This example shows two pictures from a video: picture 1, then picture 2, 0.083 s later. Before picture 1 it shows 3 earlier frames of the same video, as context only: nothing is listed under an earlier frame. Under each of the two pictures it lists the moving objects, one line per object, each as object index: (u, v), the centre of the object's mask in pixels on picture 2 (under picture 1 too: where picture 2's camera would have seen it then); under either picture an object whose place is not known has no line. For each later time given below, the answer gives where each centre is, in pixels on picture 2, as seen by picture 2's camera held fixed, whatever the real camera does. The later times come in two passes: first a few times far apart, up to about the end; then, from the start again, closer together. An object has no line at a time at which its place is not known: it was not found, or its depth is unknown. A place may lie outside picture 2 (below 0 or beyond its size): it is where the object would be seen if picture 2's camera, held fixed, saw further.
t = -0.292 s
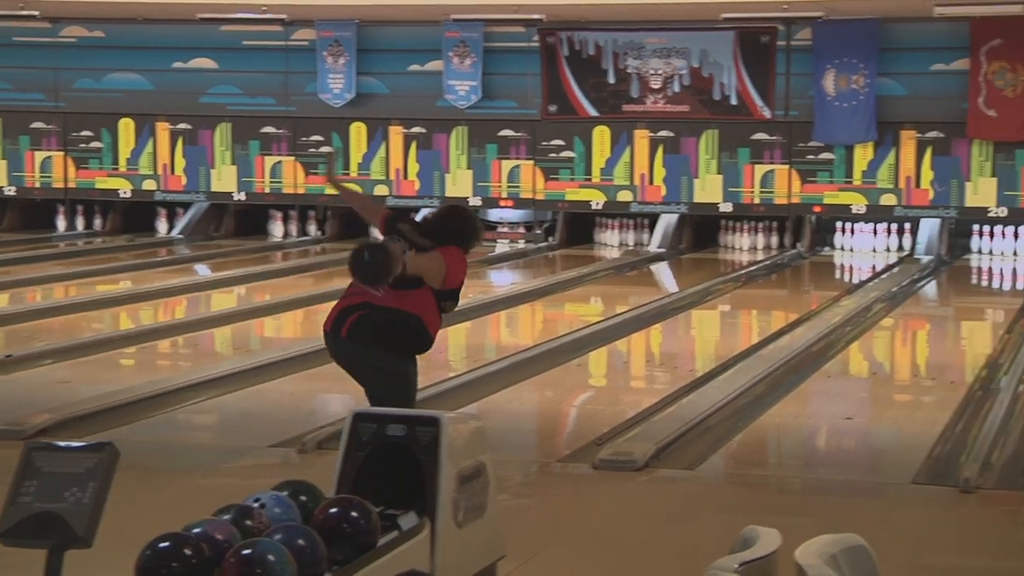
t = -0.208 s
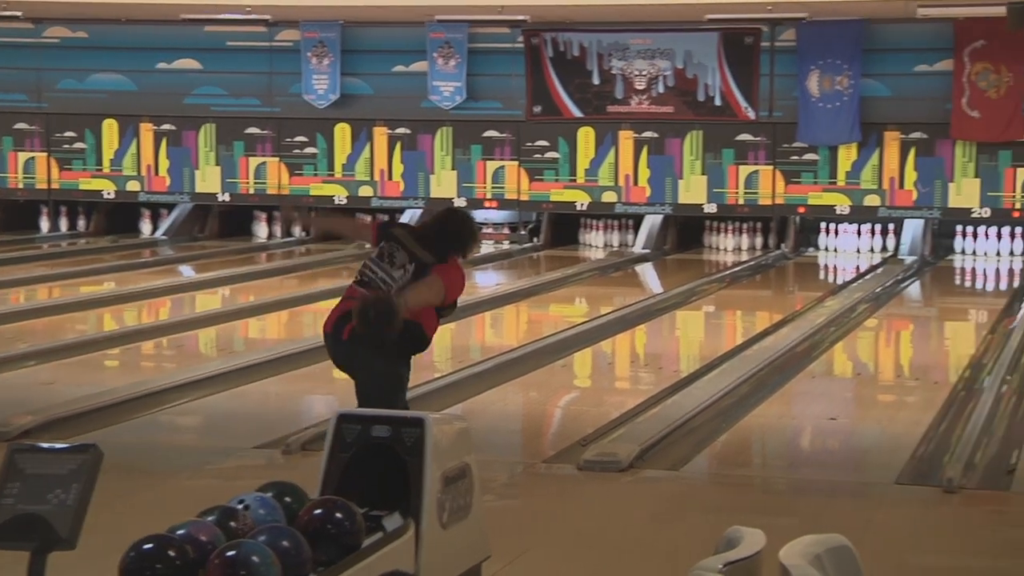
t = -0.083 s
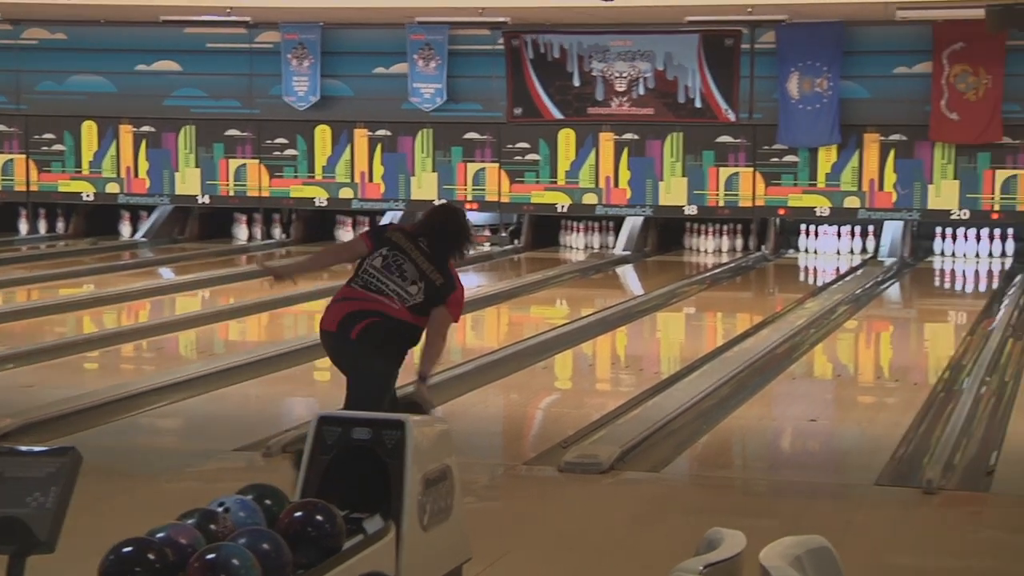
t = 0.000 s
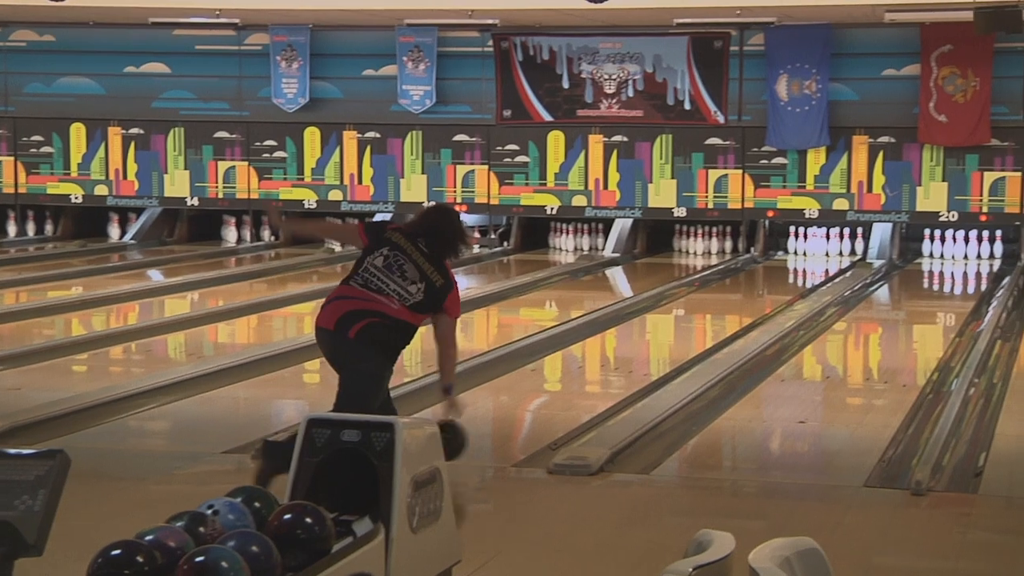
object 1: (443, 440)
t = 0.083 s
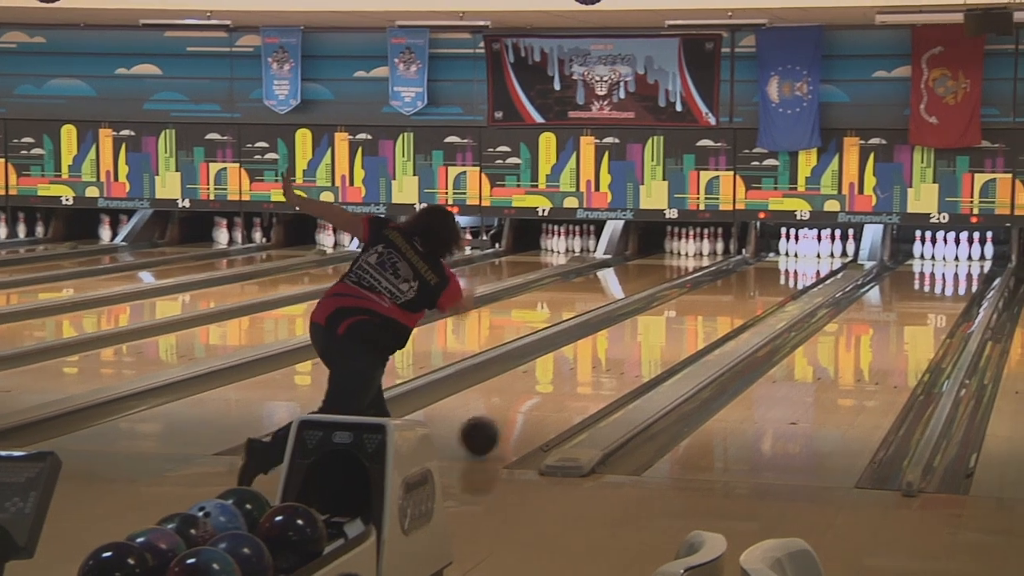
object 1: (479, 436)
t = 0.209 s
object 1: (532, 411)
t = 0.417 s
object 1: (601, 377)
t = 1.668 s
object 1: (790, 279)
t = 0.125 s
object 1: (498, 427)
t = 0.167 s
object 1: (515, 419)
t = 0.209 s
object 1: (532, 411)
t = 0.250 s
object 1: (547, 404)
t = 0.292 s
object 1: (562, 396)
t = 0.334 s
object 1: (575, 389)
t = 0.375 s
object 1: (588, 382)
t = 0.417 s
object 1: (601, 377)
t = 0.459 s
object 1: (612, 371)
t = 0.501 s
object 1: (623, 365)
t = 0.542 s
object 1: (633, 360)
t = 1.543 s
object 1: (774, 283)
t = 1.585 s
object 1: (778, 281)
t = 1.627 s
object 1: (783, 280)
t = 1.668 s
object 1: (790, 279)
